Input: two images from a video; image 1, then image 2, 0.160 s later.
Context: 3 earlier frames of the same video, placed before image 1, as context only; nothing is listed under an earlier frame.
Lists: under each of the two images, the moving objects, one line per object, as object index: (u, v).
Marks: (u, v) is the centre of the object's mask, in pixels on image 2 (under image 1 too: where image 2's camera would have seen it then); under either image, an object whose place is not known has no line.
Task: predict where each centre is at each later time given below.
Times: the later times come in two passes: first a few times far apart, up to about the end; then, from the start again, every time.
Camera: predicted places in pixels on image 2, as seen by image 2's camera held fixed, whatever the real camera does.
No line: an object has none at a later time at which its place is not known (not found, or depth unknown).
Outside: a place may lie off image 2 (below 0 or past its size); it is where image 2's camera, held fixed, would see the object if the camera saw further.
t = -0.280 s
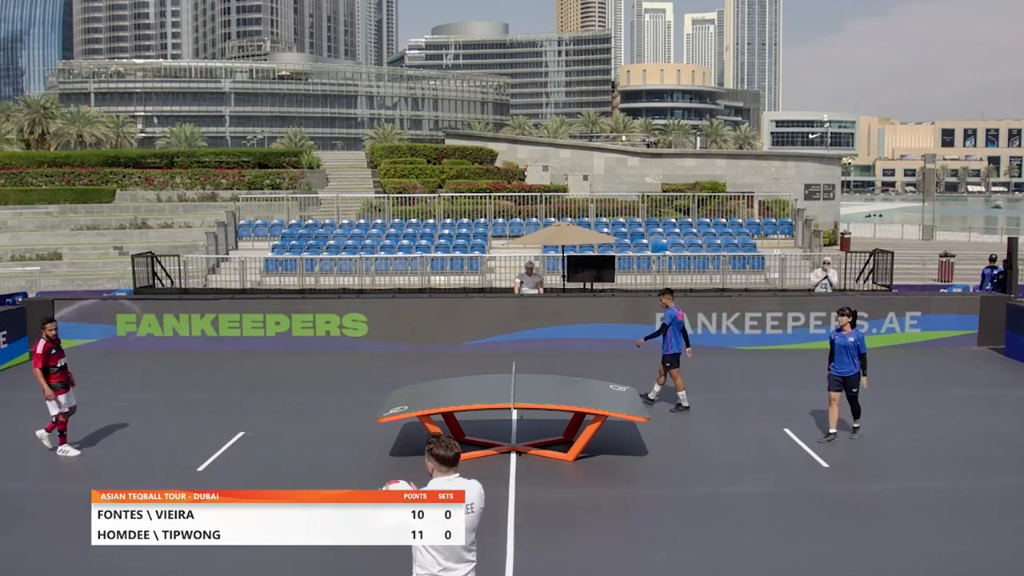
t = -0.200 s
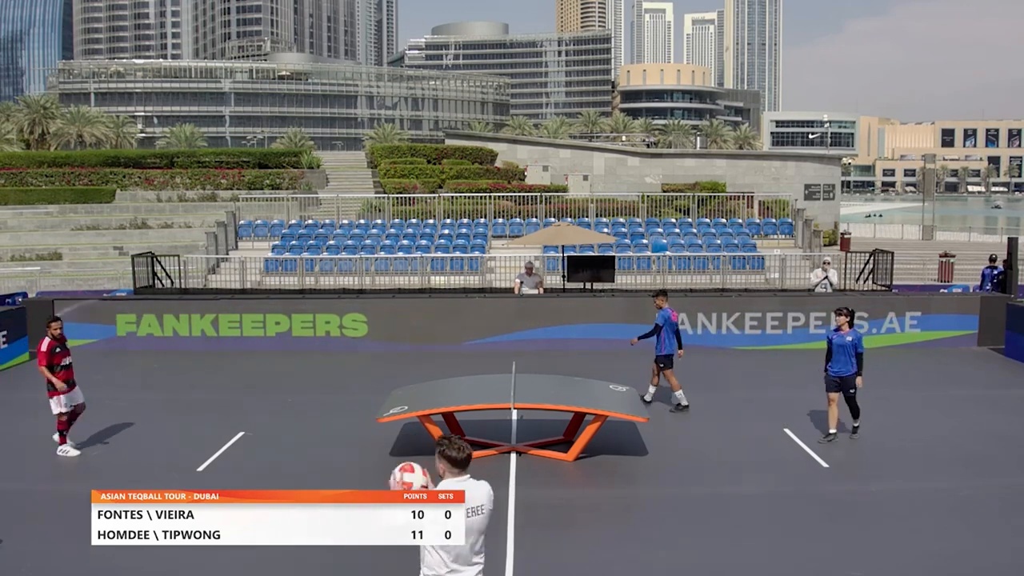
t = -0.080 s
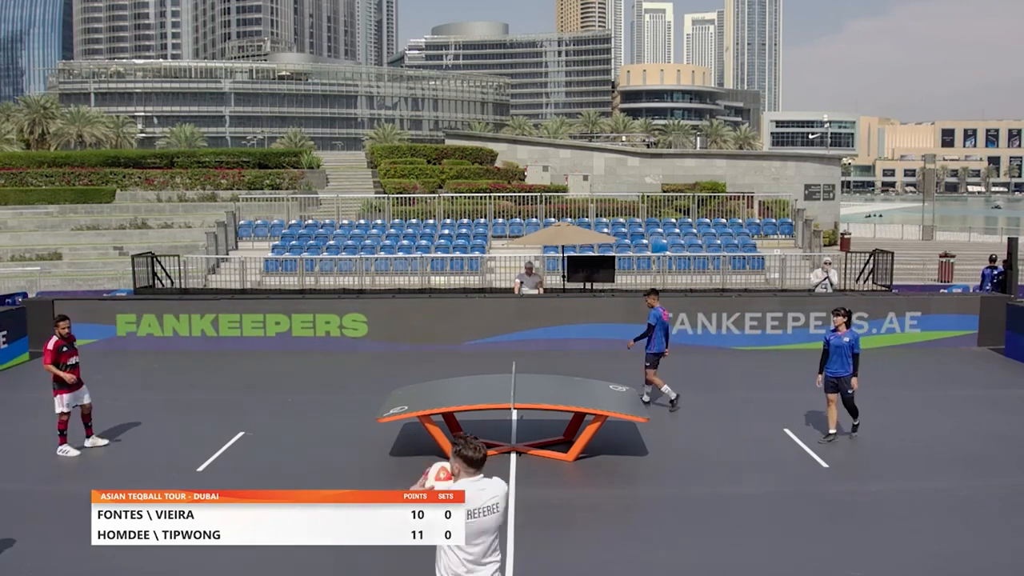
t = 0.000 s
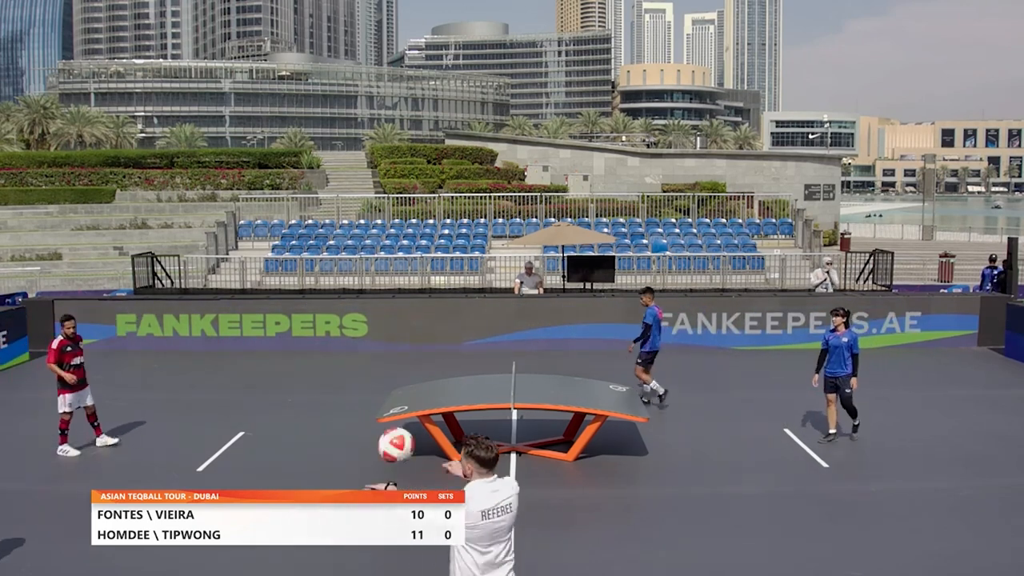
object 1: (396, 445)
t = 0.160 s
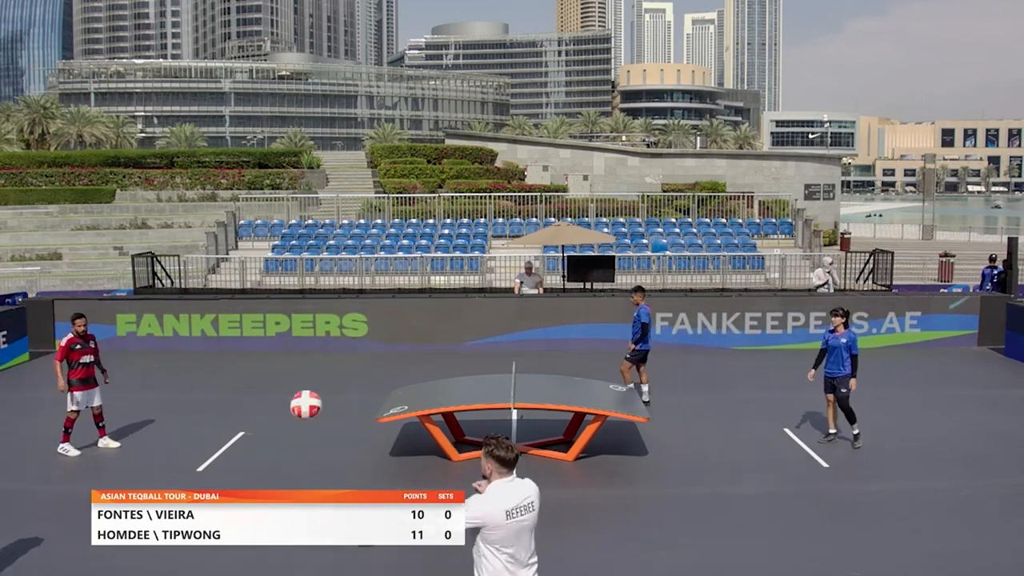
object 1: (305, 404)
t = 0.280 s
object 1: (255, 401)
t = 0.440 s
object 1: (206, 423)
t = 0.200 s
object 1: (287, 402)
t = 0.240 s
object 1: (271, 400)
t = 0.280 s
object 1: (255, 401)
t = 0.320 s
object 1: (241, 405)
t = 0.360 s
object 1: (229, 409)
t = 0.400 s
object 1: (217, 415)
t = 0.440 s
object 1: (206, 423)
